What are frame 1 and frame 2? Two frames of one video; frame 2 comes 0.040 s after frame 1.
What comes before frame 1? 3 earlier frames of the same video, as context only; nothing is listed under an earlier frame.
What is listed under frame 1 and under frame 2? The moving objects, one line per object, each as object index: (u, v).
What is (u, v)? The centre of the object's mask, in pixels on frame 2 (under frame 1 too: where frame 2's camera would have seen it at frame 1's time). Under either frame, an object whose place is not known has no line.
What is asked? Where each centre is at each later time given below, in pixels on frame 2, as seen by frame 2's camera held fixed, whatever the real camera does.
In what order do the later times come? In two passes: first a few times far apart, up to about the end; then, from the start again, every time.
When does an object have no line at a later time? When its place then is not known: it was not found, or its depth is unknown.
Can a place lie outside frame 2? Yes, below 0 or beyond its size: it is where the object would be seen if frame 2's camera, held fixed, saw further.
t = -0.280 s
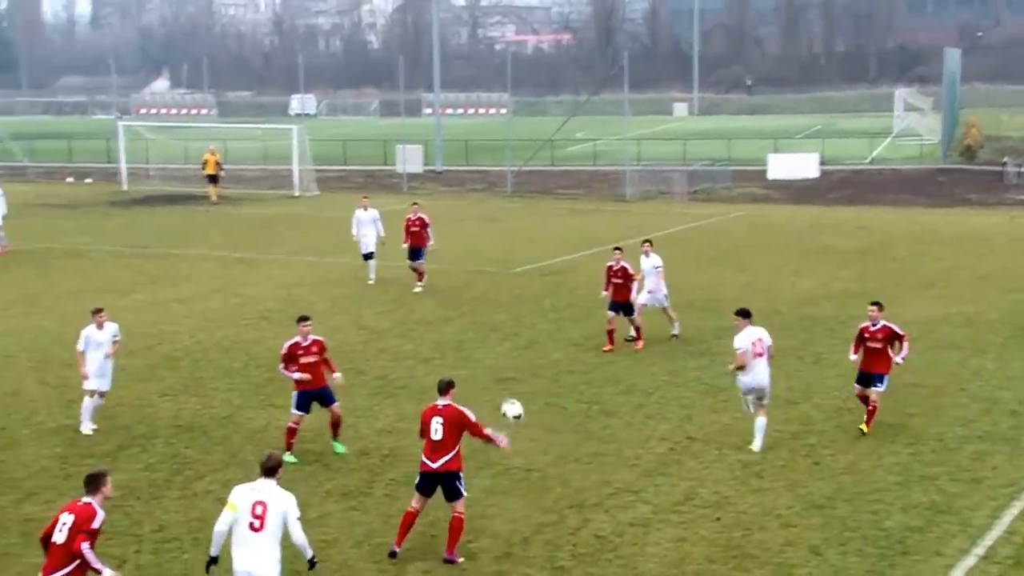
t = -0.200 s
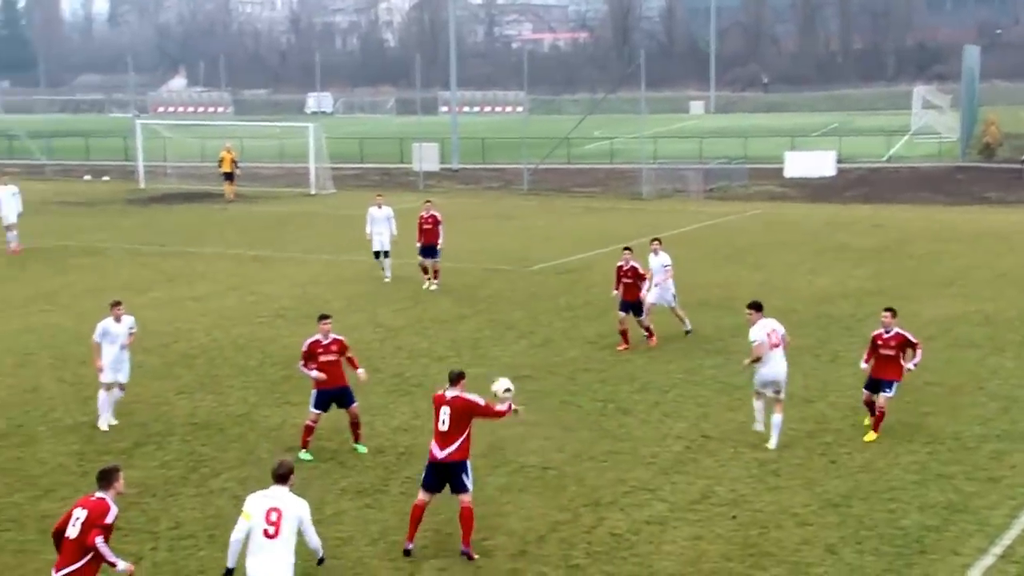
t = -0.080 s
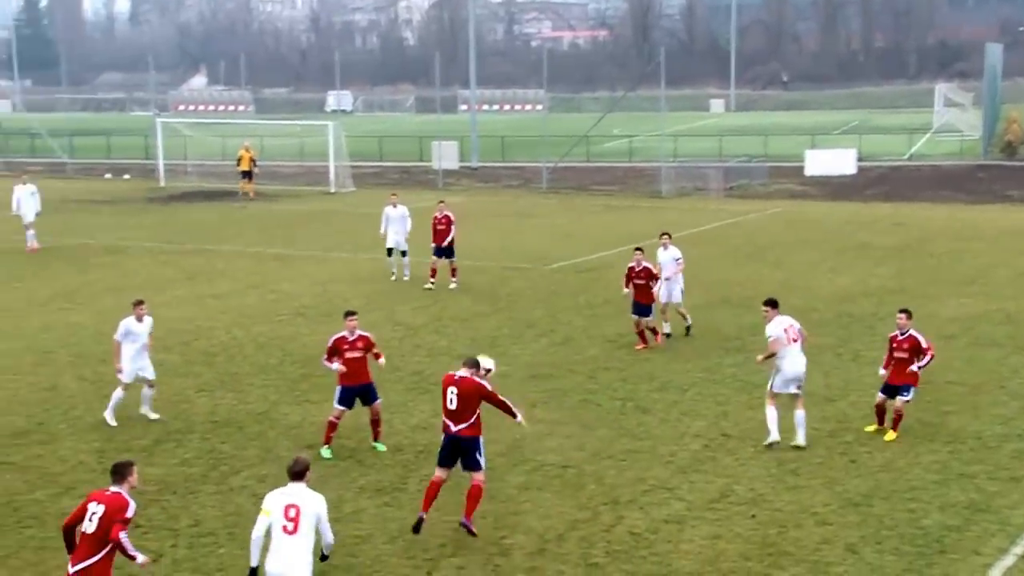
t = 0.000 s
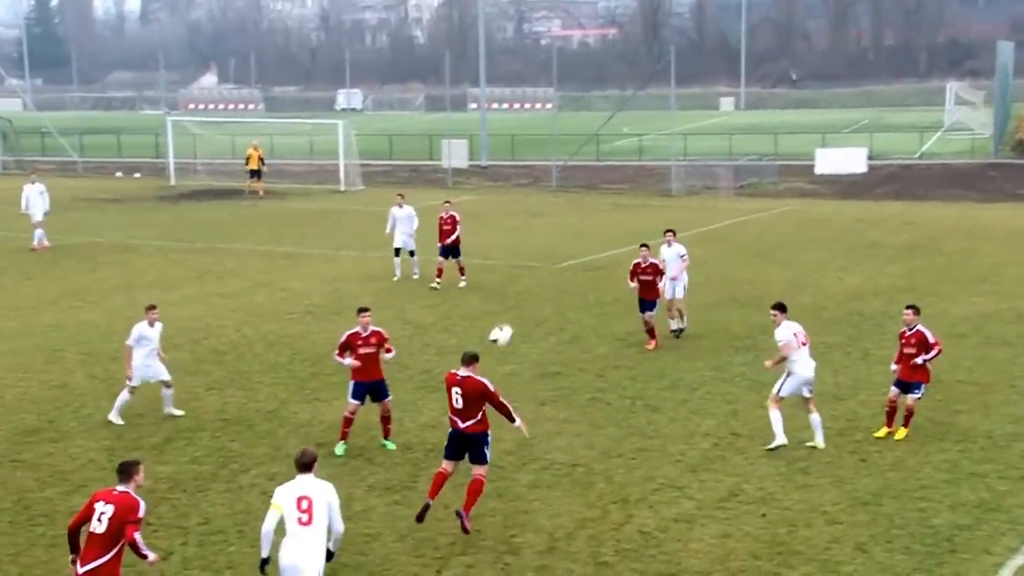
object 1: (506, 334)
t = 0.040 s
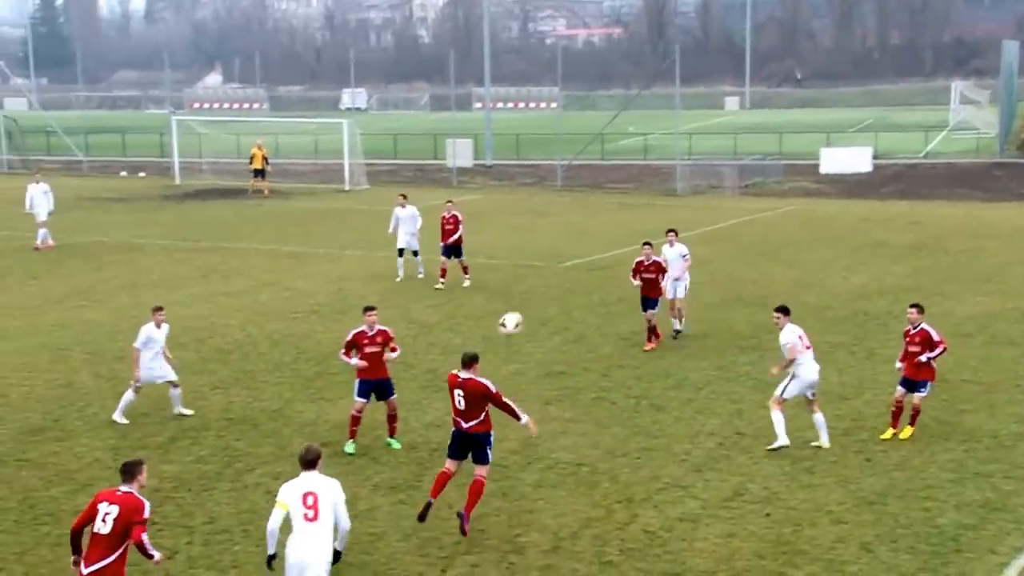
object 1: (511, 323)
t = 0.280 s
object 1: (537, 283)
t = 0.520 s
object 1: (562, 297)
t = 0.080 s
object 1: (515, 312)
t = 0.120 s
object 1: (519, 304)
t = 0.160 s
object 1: (524, 296)
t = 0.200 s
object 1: (528, 291)
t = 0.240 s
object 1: (532, 286)
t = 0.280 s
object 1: (537, 283)
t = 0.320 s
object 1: (542, 283)
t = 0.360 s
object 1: (545, 282)
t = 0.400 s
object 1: (550, 283)
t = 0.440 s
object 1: (553, 287)
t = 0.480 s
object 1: (558, 291)
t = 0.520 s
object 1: (562, 297)
